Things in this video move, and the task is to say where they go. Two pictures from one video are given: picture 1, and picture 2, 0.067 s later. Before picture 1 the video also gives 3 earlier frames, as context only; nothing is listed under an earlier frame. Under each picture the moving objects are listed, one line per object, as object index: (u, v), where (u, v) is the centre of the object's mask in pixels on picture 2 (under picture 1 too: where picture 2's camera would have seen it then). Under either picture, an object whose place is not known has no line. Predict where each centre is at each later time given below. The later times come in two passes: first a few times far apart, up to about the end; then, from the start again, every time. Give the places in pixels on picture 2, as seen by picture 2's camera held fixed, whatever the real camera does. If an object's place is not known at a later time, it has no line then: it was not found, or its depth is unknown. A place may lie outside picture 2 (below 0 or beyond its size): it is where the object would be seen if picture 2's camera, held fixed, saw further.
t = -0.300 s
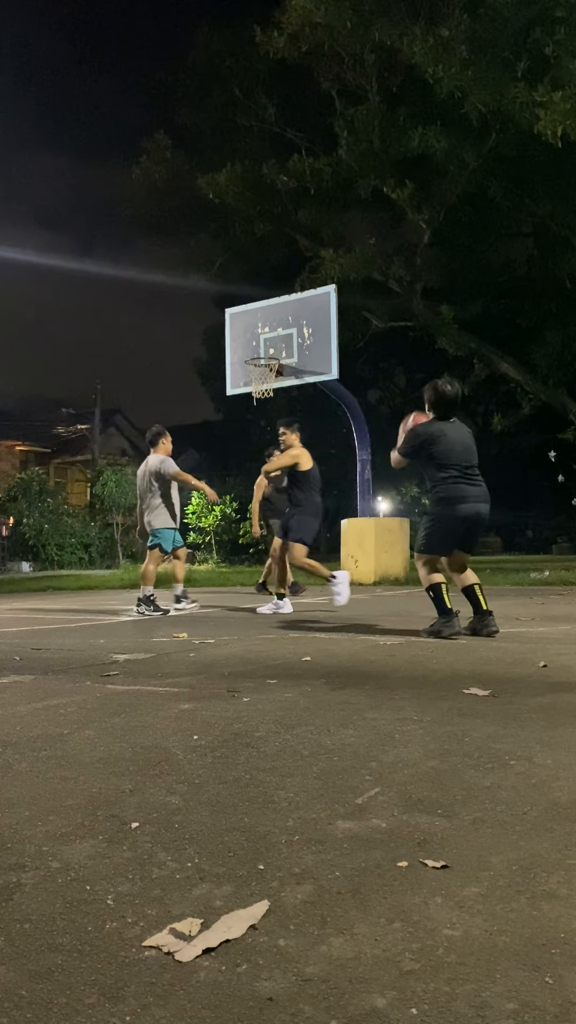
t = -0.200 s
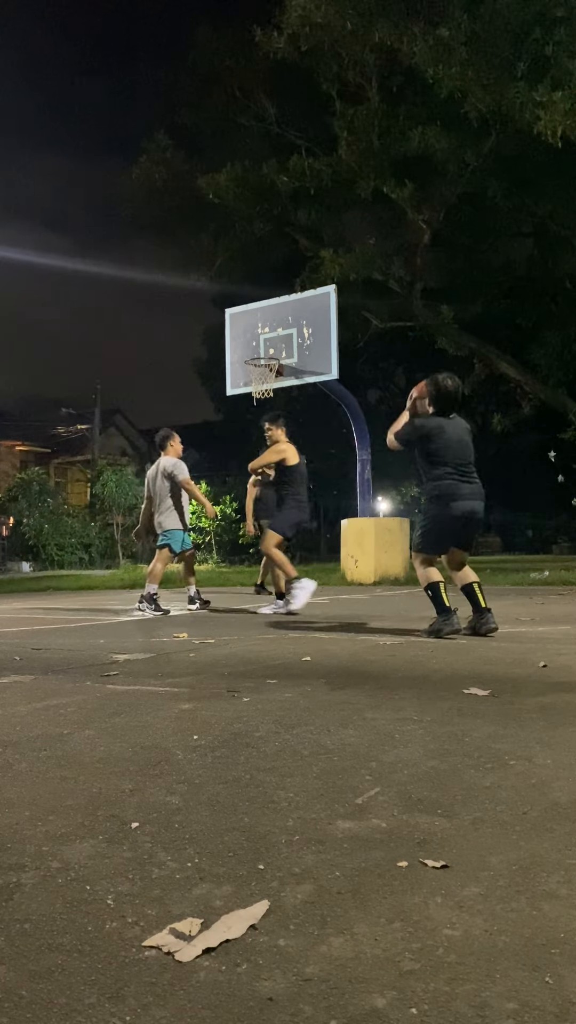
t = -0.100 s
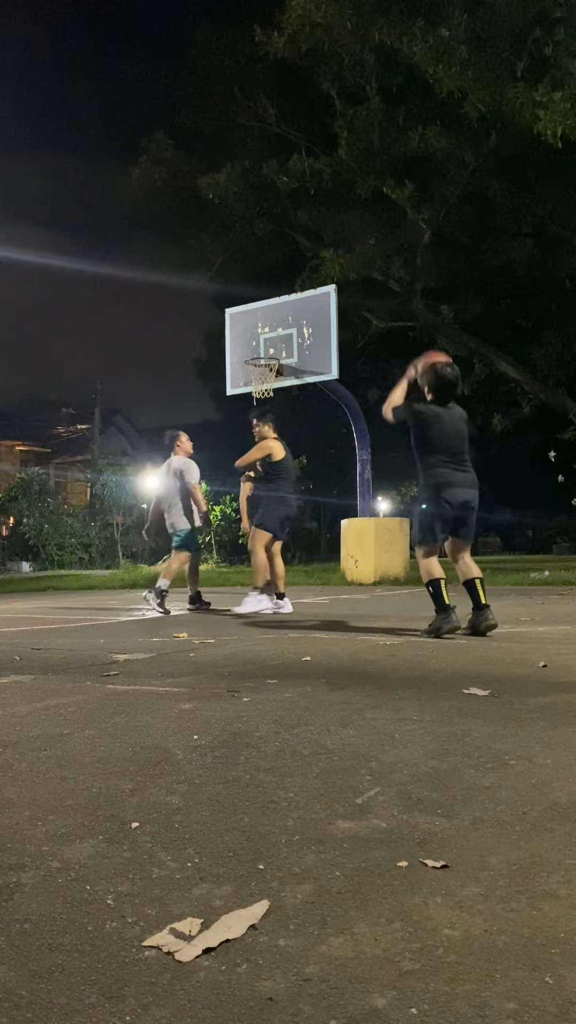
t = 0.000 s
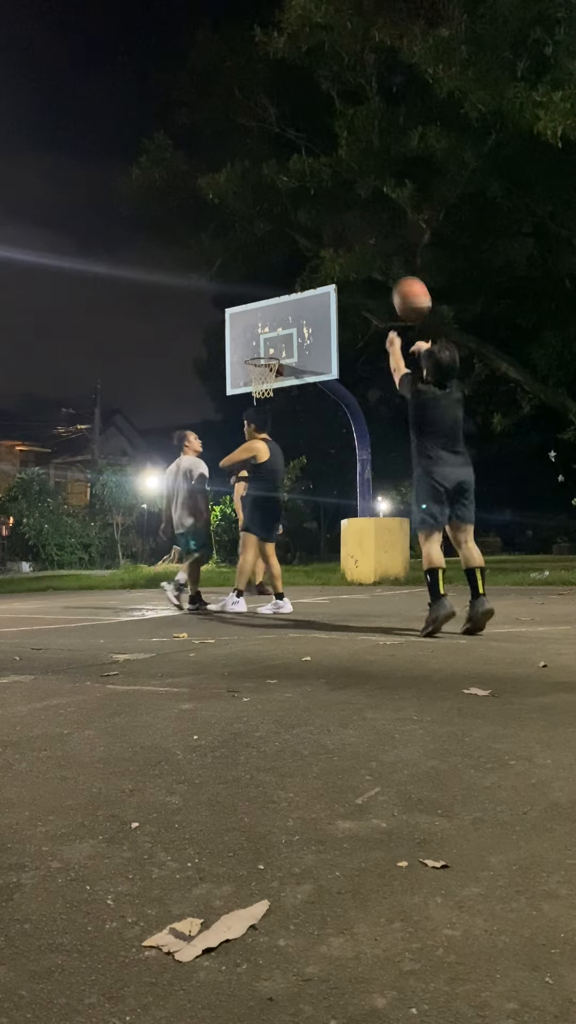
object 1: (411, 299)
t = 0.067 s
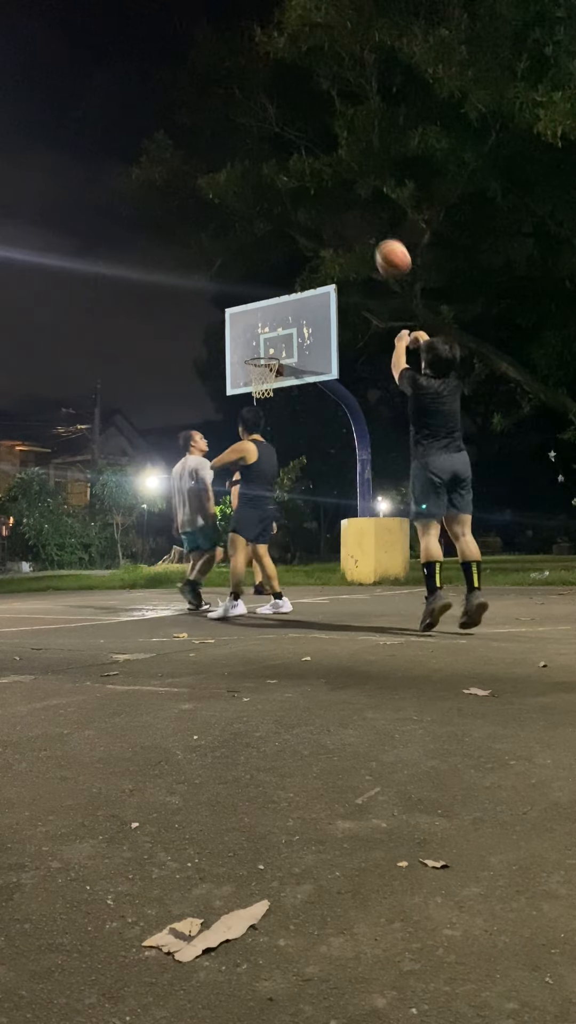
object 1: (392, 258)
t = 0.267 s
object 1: (348, 194)
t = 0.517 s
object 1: (311, 189)
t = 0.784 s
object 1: (285, 240)
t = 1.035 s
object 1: (267, 324)
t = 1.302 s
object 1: (257, 328)
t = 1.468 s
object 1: (252, 318)
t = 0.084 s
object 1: (388, 249)
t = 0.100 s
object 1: (383, 241)
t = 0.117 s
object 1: (380, 235)
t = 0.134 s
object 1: (376, 228)
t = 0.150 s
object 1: (372, 223)
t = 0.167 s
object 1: (368, 218)
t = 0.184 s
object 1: (365, 213)
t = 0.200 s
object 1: (361, 208)
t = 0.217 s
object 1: (358, 204)
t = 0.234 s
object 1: (354, 200)
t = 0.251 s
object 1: (351, 197)
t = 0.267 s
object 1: (348, 194)
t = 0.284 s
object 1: (345, 191)
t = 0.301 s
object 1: (342, 189)
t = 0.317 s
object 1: (340, 188)
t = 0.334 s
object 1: (337, 185)
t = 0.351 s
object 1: (334, 184)
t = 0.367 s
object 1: (331, 183)
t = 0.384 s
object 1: (329, 183)
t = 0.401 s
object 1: (326, 183)
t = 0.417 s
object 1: (324, 183)
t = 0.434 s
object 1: (322, 183)
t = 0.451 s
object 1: (320, 184)
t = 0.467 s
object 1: (318, 185)
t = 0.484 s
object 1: (315, 186)
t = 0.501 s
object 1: (313, 187)
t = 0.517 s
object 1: (311, 189)
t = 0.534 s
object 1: (309, 190)
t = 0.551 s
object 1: (308, 192)
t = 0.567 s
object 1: (306, 194)
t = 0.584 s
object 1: (304, 197)
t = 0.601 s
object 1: (302, 199)
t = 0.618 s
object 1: (300, 202)
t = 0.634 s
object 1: (299, 205)
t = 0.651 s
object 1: (297, 209)
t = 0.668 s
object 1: (295, 212)
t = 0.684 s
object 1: (293, 216)
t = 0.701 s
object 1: (292, 219)
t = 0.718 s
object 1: (290, 223)
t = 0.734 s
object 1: (289, 227)
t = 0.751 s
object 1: (288, 231)
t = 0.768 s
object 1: (286, 236)
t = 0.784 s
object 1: (285, 240)
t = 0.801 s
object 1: (283, 245)
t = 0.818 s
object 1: (282, 250)
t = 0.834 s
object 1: (280, 255)
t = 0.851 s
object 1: (279, 260)
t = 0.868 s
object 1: (278, 265)
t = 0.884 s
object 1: (277, 270)
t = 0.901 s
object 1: (275, 276)
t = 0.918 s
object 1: (274, 281)
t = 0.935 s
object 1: (273, 287)
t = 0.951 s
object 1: (272, 292)
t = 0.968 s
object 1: (271, 298)
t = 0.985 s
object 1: (270, 304)
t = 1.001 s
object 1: (269, 312)
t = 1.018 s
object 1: (268, 317)
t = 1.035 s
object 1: (267, 324)
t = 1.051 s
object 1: (266, 330)
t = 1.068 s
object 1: (265, 338)
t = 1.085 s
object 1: (264, 344)
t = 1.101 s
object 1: (263, 350)
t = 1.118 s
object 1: (260, 353)
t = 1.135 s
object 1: (261, 353)
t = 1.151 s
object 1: (260, 352)
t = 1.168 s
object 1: (261, 350)
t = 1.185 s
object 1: (260, 348)
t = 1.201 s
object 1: (260, 345)
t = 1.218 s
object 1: (259, 341)
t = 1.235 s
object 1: (259, 339)
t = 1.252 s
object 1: (258, 336)
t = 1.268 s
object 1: (258, 333)
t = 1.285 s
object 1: (257, 331)
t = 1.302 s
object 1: (257, 328)
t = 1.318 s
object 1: (256, 327)
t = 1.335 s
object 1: (256, 325)
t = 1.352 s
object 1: (256, 323)
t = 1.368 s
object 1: (255, 322)
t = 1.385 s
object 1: (255, 320)
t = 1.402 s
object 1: (255, 320)
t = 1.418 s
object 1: (254, 319)
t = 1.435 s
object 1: (253, 318)
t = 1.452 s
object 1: (253, 318)
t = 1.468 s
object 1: (252, 318)
